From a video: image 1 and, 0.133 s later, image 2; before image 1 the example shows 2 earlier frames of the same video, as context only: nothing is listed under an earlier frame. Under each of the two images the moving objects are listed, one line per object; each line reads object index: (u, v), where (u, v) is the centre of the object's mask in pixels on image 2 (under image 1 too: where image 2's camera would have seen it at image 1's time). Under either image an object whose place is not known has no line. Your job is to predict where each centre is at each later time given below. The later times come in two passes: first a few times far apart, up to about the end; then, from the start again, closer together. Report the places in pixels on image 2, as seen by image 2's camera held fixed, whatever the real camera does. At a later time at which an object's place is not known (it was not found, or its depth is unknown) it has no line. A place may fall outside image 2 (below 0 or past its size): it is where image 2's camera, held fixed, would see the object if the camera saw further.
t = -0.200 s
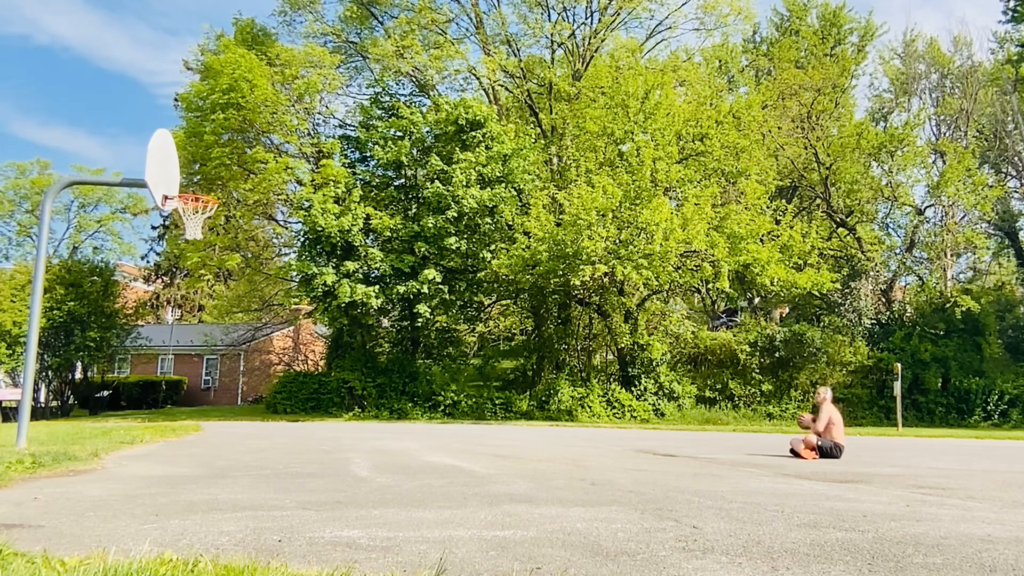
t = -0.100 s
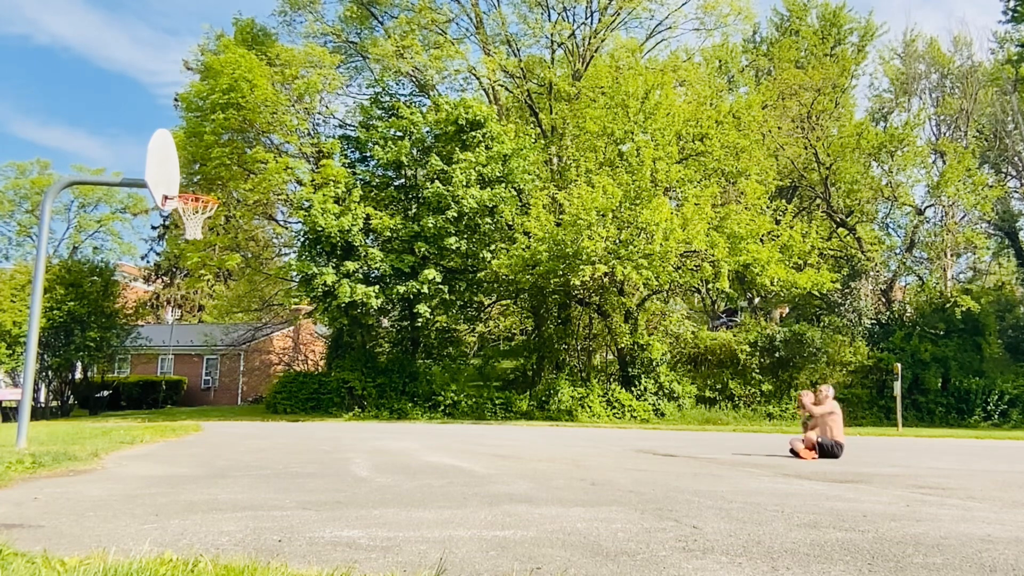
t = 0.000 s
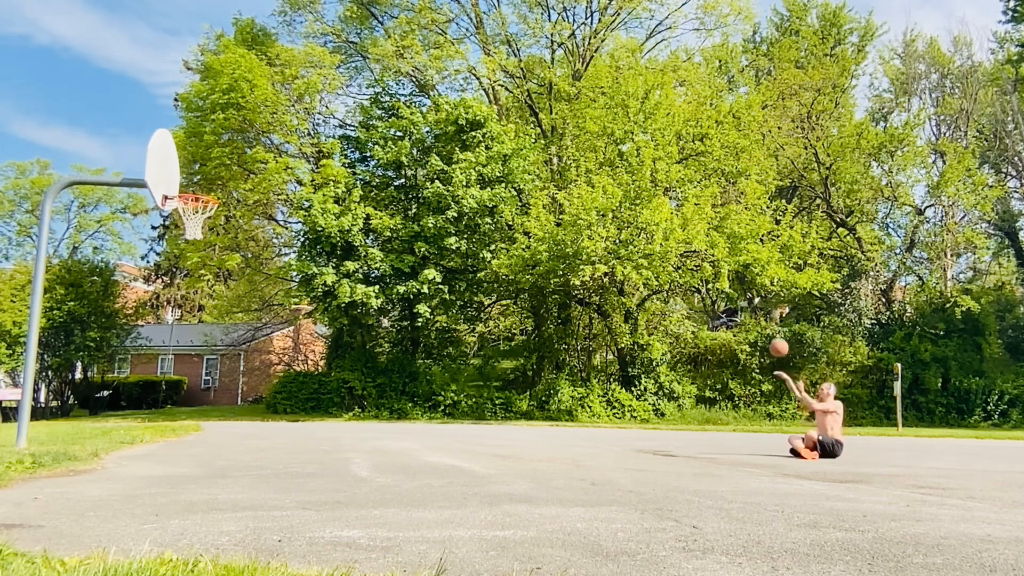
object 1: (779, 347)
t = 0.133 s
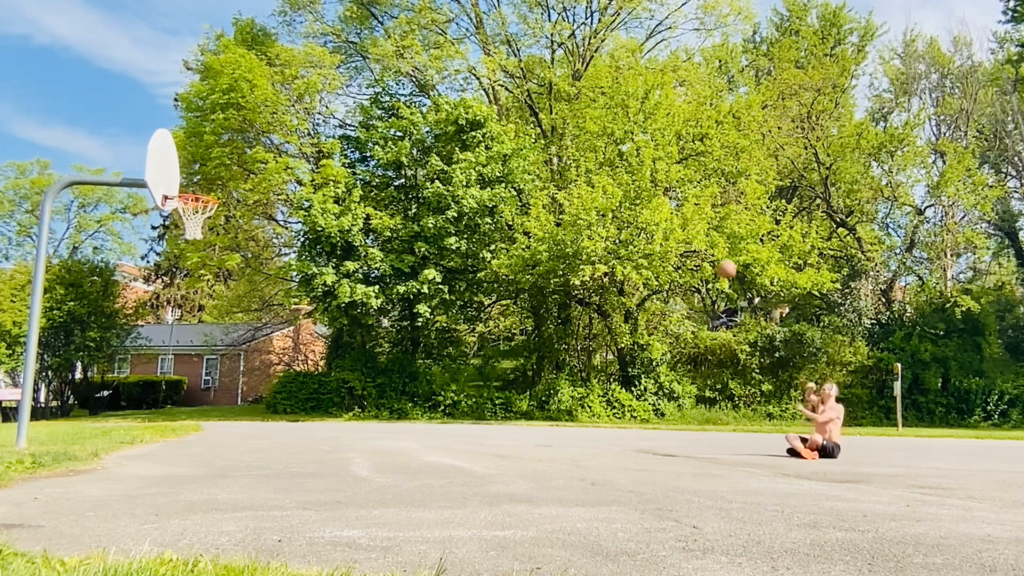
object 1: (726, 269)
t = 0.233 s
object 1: (688, 218)
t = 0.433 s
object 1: (614, 141)
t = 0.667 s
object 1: (527, 85)
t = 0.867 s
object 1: (451, 69)
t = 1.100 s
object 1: (360, 86)
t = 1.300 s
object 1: (277, 136)
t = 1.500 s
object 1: (199, 202)
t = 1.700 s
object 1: (153, 244)
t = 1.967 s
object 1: (100, 330)
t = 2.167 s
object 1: (55, 437)
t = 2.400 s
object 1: (60, 363)
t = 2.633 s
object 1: (62, 328)
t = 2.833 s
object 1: (61, 338)
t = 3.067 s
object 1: (55, 396)
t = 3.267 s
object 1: (55, 420)
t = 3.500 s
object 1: (66, 391)
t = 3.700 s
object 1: (72, 407)
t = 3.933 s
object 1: (74, 433)
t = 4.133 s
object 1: (75, 428)
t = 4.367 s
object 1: (74, 440)
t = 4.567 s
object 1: (72, 442)
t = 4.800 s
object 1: (71, 442)
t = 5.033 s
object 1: (71, 443)
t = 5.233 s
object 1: (70, 443)
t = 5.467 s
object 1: (70, 443)
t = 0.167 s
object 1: (714, 251)
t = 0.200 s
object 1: (702, 234)
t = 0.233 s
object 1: (688, 218)
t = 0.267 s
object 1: (675, 204)
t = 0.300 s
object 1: (664, 190)
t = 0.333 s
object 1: (652, 176)
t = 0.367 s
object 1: (639, 163)
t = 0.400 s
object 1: (626, 151)
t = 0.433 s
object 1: (614, 141)
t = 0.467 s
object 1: (602, 131)
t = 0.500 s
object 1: (589, 121)
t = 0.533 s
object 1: (576, 112)
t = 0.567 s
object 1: (564, 104)
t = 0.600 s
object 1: (551, 96)
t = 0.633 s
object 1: (539, 91)
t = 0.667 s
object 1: (527, 85)
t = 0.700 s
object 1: (515, 80)
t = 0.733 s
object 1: (502, 76)
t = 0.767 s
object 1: (490, 74)
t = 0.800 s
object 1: (477, 72)
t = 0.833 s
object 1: (464, 70)
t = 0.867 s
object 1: (451, 69)
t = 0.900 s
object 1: (439, 69)
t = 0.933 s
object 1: (424, 70)
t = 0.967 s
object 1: (412, 72)
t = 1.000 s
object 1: (399, 74)
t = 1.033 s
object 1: (386, 77)
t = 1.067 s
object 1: (373, 82)
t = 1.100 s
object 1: (360, 86)
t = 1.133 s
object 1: (346, 93)
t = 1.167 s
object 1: (332, 100)
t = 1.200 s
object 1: (319, 107)
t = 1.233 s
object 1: (305, 116)
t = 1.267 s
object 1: (291, 127)
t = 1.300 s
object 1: (277, 136)
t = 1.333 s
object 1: (262, 147)
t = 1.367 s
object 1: (249, 160)
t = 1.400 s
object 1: (234, 172)
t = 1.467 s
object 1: (204, 199)
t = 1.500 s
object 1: (199, 202)
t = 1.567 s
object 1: (175, 225)
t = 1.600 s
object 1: (169, 228)
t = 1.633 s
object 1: (164, 232)
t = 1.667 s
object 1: (158, 237)
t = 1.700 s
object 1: (153, 244)
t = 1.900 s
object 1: (114, 302)
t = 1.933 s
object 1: (108, 315)
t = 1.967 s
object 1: (100, 330)
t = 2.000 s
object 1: (93, 345)
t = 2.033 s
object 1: (85, 361)
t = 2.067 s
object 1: (78, 379)
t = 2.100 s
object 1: (71, 397)
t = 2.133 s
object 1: (63, 417)
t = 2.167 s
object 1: (55, 437)
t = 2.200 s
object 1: (53, 434)
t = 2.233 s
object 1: (55, 419)
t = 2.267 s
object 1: (55, 406)
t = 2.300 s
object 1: (57, 393)
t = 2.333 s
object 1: (58, 382)
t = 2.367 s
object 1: (59, 372)
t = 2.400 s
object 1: (60, 363)
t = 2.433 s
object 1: (60, 354)
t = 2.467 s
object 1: (61, 348)
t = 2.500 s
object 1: (61, 342)
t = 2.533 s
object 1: (62, 337)
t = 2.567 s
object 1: (62, 333)
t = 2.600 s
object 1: (62, 330)
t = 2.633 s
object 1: (62, 328)
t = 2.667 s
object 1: (62, 327)
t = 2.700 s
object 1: (62, 327)
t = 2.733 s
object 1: (62, 328)
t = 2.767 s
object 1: (62, 330)
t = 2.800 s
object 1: (62, 333)
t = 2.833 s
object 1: (61, 338)
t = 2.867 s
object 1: (60, 342)
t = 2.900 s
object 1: (59, 349)
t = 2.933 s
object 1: (59, 356)
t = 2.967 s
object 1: (58, 365)
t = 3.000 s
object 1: (57, 373)
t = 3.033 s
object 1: (56, 384)
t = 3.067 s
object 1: (55, 396)
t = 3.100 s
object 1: (53, 409)
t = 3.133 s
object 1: (52, 422)
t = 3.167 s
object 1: (50, 437)
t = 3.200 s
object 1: (50, 437)
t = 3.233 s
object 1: (53, 428)
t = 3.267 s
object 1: (55, 420)
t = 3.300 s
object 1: (57, 412)
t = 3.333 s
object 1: (59, 406)
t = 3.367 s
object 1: (60, 402)
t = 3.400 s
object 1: (62, 397)
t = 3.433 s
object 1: (63, 394)
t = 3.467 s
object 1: (65, 392)
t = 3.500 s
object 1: (66, 391)
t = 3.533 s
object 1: (67, 391)
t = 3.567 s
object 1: (68, 392)
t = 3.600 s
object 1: (69, 395)
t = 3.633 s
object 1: (70, 398)
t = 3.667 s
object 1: (72, 401)
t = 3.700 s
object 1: (72, 407)
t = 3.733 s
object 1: (73, 414)
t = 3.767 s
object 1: (73, 421)
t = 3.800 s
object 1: (73, 430)
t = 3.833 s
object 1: (73, 439)
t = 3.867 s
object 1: (73, 441)
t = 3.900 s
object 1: (74, 437)
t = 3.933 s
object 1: (74, 433)
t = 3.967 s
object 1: (75, 429)
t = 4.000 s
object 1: (75, 427)
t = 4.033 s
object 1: (76, 425)
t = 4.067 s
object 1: (75, 425)
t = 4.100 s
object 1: (75, 426)
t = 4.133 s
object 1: (75, 428)
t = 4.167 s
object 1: (75, 431)
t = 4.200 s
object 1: (74, 436)
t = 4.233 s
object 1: (74, 440)
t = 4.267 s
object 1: (74, 443)
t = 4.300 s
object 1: (74, 441)
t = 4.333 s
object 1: (74, 440)
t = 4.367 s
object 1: (74, 440)
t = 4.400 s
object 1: (73, 441)
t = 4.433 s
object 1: (73, 441)
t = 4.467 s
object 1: (73, 442)
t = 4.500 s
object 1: (72, 442)
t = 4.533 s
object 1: (72, 442)
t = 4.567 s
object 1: (72, 442)
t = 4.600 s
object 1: (71, 442)
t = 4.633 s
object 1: (71, 442)
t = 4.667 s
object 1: (71, 442)
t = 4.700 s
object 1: (71, 442)
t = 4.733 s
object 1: (71, 442)
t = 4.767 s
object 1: (71, 442)
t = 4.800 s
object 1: (71, 442)
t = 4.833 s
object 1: (71, 443)
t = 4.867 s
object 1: (71, 443)
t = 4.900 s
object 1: (71, 443)
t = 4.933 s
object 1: (71, 442)
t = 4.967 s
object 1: (71, 442)
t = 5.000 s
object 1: (71, 443)
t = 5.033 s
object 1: (71, 443)
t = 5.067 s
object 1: (70, 443)
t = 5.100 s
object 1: (70, 443)
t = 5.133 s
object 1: (70, 443)
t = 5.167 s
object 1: (70, 443)
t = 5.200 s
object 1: (70, 443)
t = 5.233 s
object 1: (70, 443)
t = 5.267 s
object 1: (70, 443)
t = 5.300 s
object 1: (70, 443)
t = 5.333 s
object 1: (70, 443)
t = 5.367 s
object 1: (70, 443)
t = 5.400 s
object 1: (70, 443)
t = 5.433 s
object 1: (70, 443)
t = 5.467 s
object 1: (70, 443)
